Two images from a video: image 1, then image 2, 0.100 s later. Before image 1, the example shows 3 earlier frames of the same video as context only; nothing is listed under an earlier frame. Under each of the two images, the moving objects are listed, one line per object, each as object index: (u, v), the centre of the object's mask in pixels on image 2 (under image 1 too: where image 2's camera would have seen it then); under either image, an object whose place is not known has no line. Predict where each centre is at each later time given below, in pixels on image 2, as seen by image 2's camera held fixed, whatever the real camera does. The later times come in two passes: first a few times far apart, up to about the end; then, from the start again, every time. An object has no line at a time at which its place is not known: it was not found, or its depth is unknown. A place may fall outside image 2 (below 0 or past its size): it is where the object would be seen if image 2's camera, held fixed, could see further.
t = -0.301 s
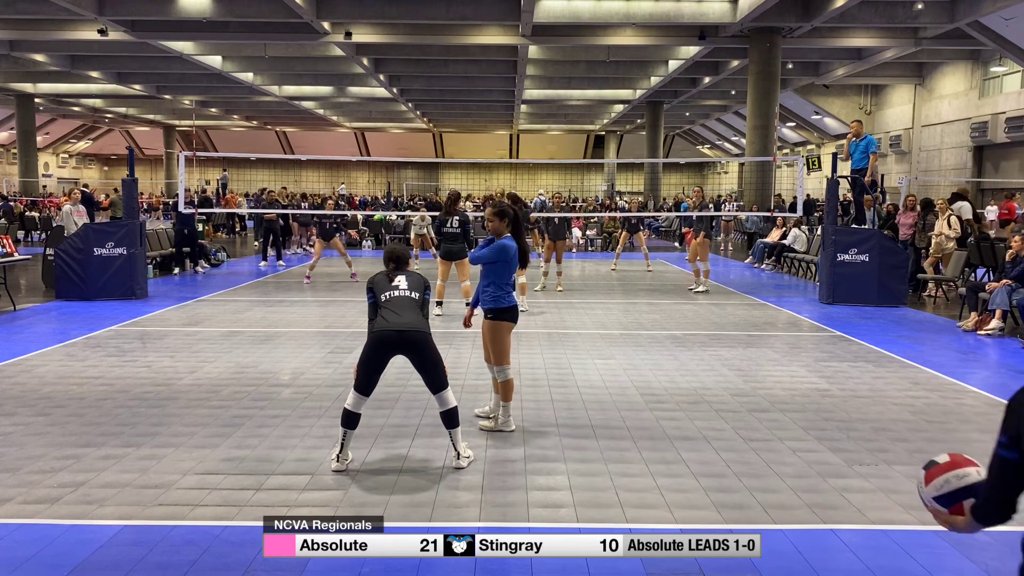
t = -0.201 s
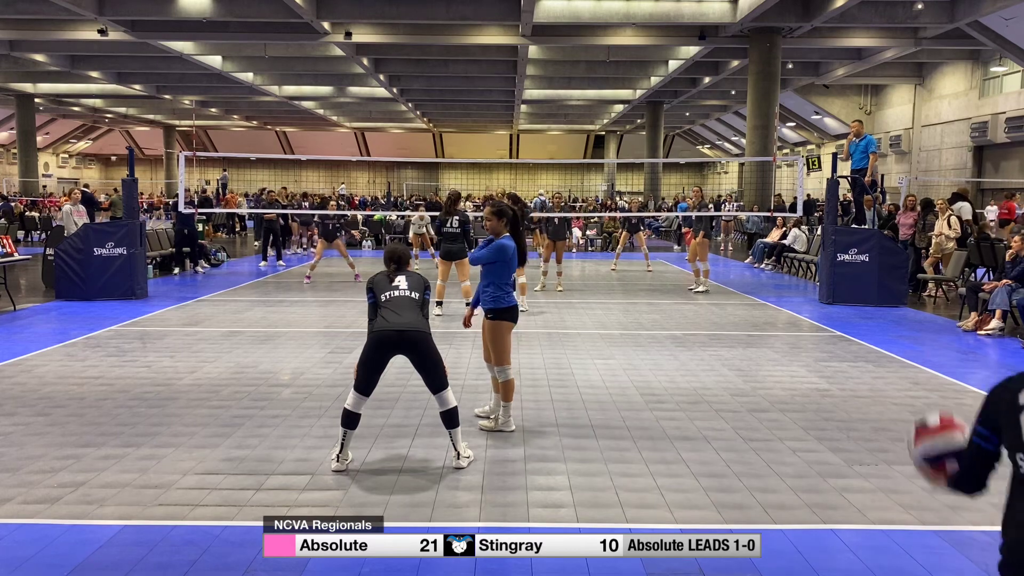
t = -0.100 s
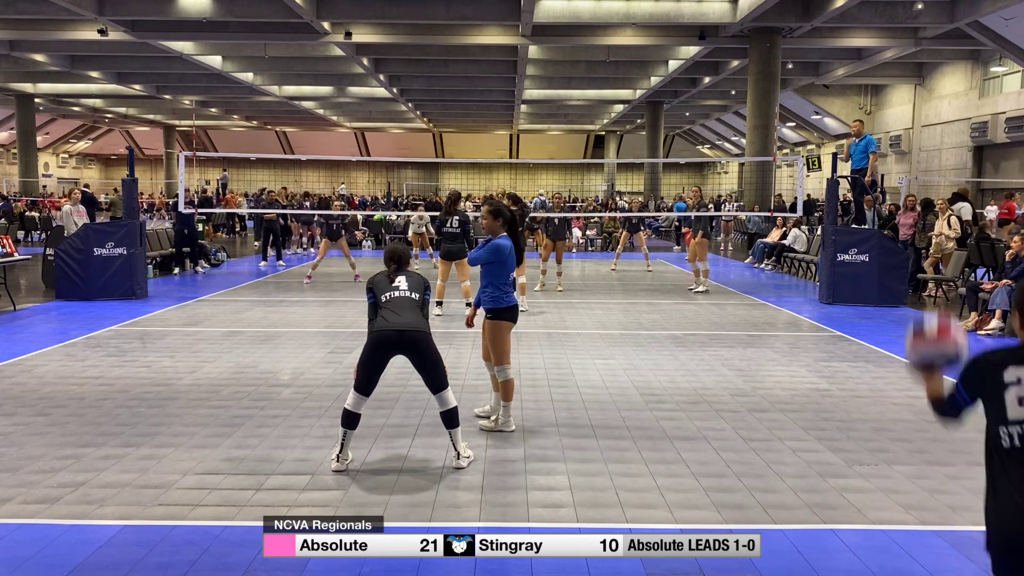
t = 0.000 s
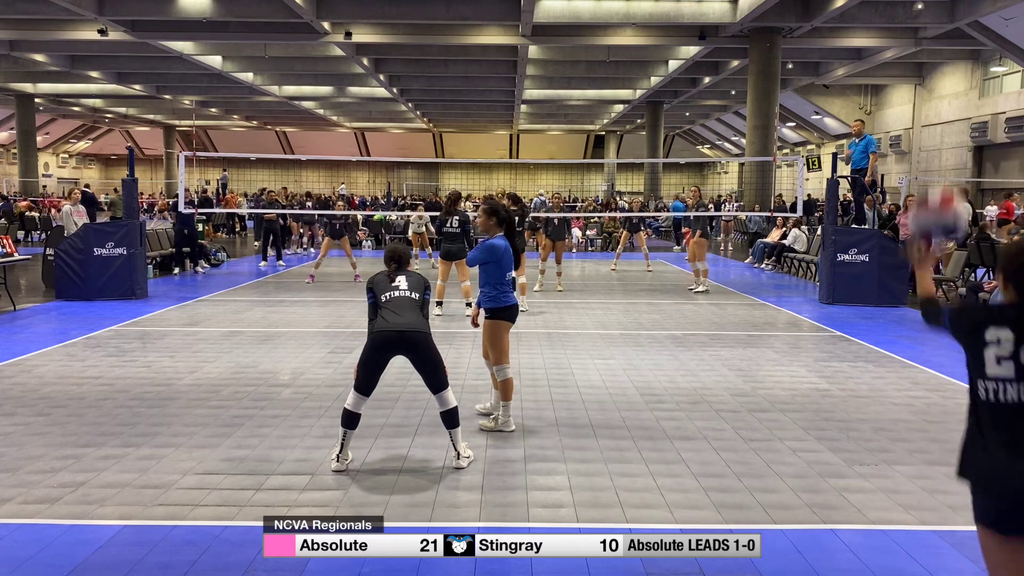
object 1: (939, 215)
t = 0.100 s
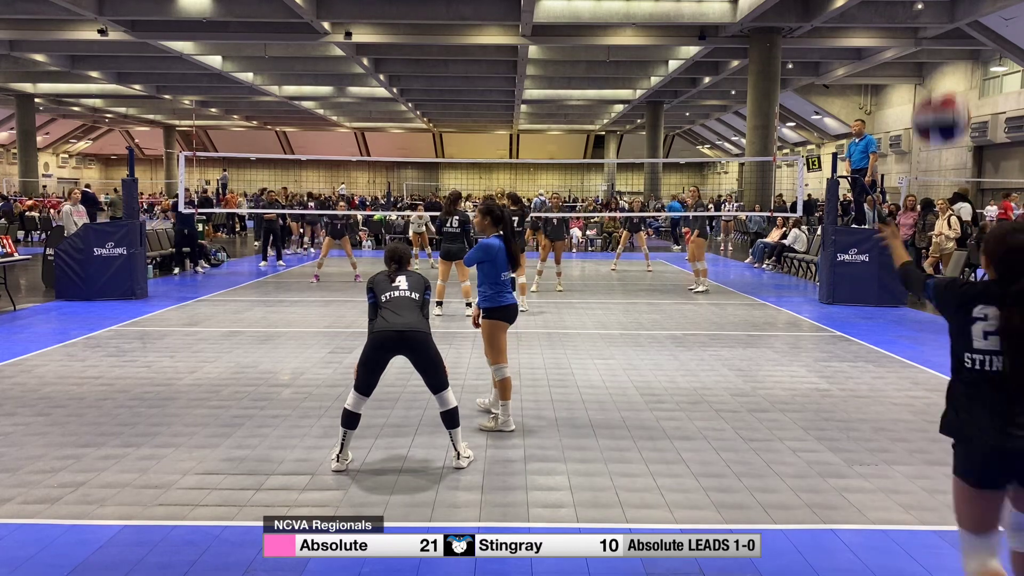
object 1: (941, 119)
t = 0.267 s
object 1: (940, 28)
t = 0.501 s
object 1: (933, 23)
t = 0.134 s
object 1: (941, 93)
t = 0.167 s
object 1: (941, 71)
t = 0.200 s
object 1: (941, 53)
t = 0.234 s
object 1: (941, 39)
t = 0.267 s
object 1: (940, 28)
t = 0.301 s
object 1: (939, 21)
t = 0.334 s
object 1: (938, 18)
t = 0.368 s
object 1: (937, 16)
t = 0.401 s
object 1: (936, 16)
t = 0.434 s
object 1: (935, 16)
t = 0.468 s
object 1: (934, 19)
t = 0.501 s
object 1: (933, 23)
